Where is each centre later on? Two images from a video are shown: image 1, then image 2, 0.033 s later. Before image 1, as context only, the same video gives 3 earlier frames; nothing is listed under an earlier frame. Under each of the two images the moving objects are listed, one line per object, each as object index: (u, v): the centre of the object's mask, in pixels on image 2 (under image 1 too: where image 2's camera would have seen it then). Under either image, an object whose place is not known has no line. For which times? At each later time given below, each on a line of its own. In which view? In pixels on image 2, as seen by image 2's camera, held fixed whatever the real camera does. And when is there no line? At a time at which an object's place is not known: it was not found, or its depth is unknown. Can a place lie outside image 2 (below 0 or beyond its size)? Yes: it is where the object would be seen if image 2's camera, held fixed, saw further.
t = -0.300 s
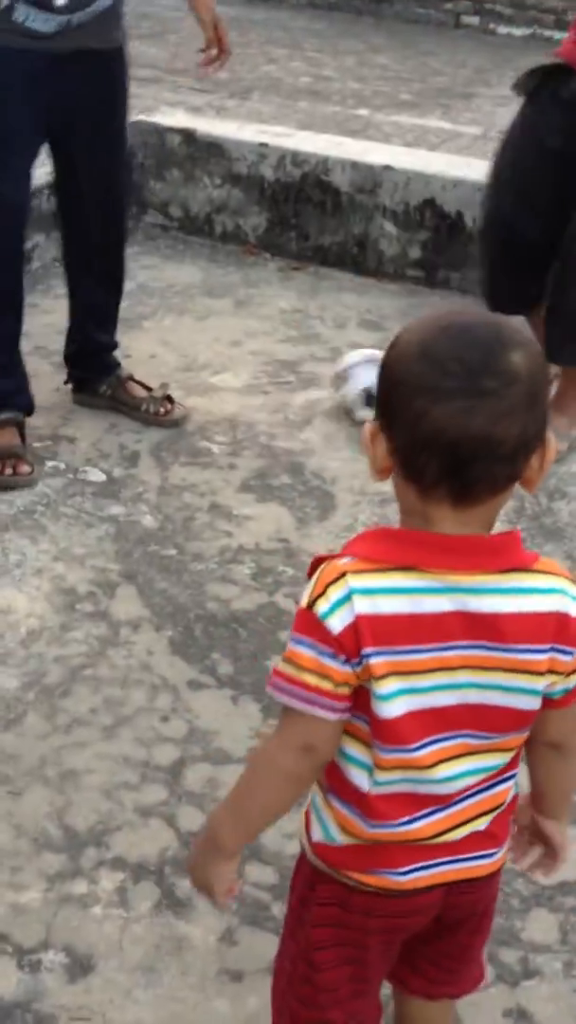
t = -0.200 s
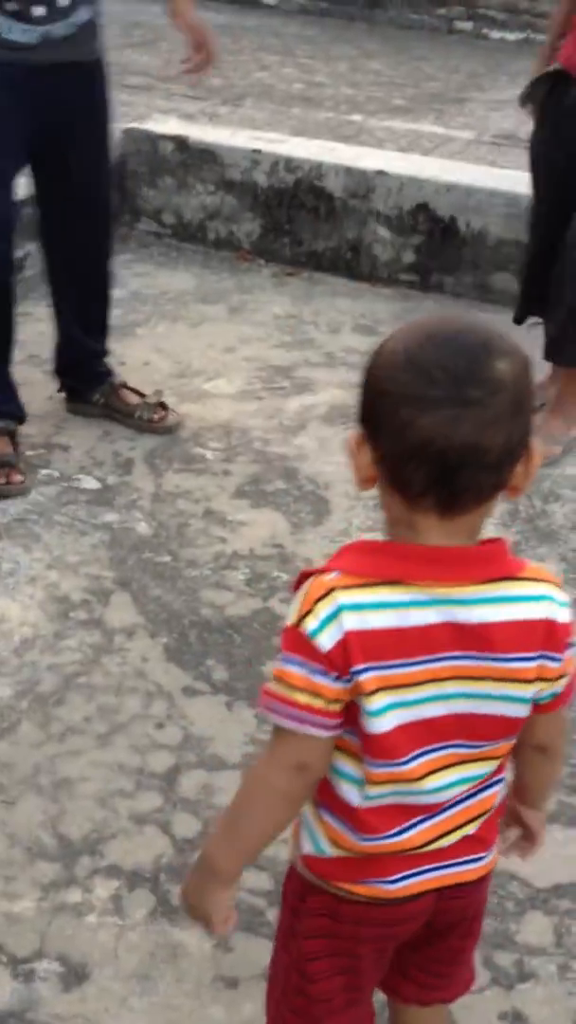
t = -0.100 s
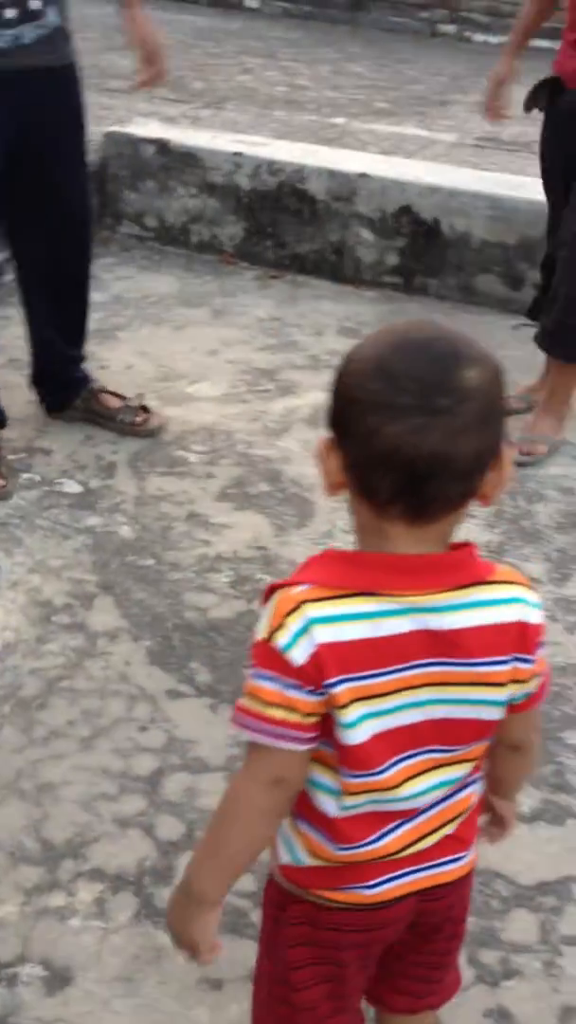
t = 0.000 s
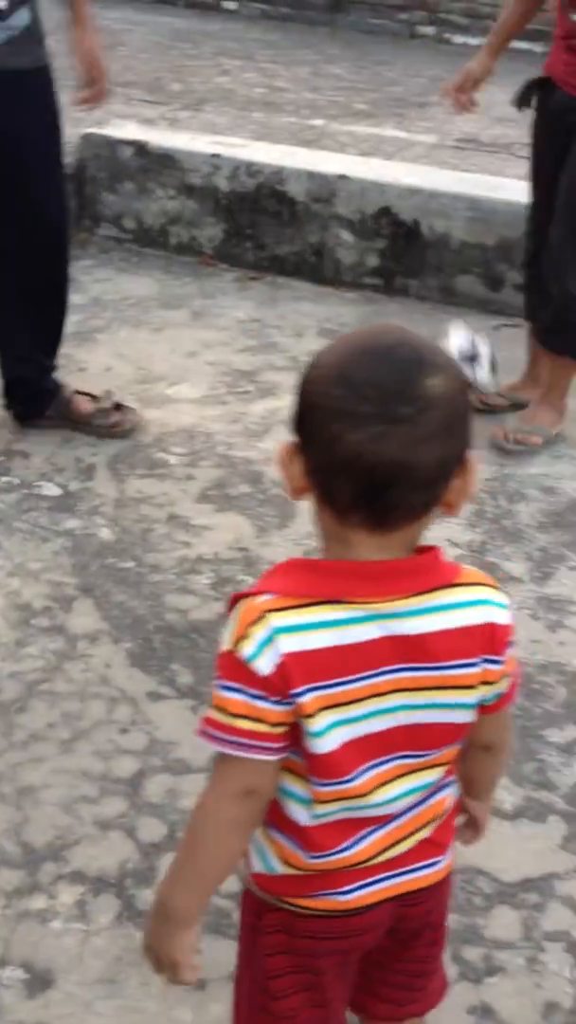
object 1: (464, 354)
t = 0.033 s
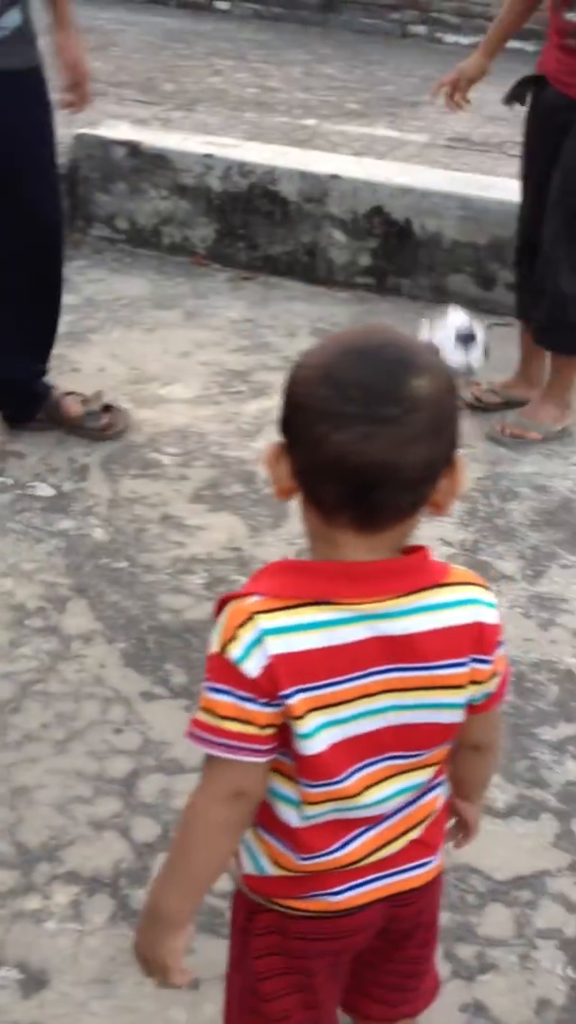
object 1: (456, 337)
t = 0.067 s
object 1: (451, 328)
